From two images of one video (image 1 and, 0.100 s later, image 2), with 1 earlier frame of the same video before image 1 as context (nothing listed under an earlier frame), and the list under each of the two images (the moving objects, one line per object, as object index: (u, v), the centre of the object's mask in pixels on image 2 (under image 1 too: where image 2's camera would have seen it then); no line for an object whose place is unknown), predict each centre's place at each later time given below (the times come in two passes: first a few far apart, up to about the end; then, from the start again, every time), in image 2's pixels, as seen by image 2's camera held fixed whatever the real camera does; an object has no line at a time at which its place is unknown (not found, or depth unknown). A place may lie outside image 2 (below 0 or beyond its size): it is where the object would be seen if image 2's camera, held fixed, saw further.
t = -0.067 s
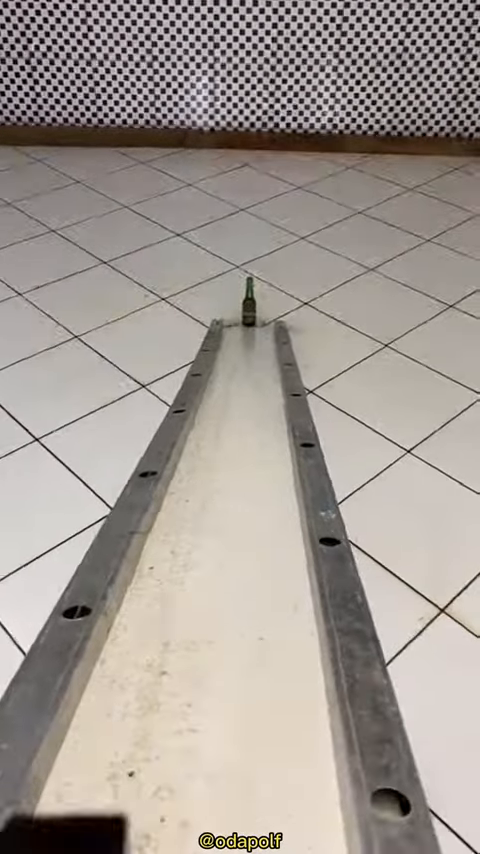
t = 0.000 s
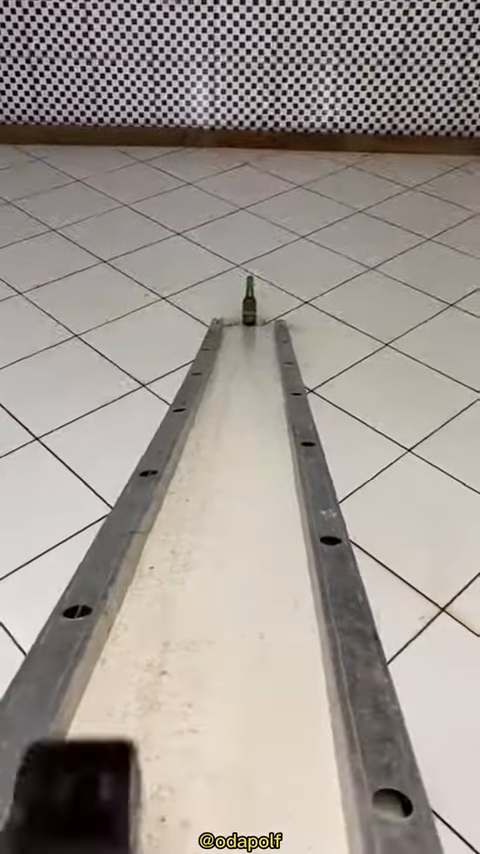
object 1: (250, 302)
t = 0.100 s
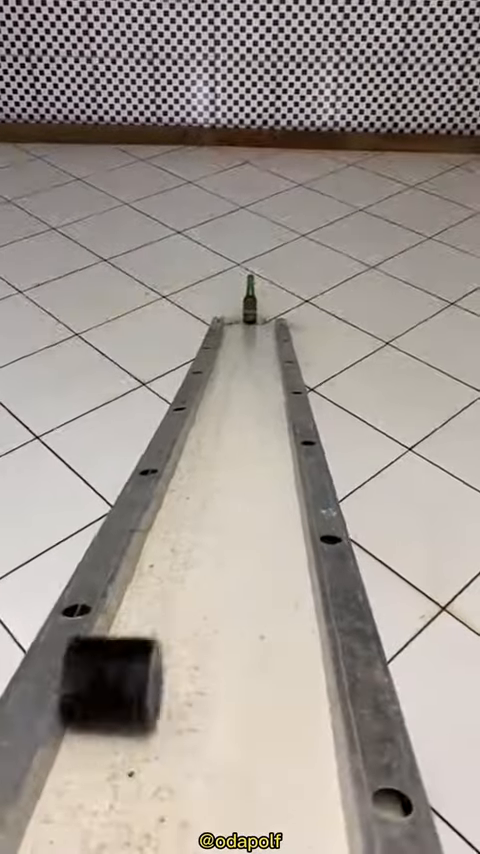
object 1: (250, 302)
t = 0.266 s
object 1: (250, 302)
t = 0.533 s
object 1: (250, 302)
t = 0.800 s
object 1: (250, 302)
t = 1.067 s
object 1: (250, 302)
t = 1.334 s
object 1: (204, 298)
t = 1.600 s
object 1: (158, 294)
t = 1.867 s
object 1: (134, 298)
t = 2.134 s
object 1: (119, 304)
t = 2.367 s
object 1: (110, 309)
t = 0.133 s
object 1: (250, 302)
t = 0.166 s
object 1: (250, 302)
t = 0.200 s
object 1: (250, 302)
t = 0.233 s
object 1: (250, 302)
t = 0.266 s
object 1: (250, 302)
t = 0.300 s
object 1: (250, 302)
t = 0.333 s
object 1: (250, 302)
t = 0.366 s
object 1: (250, 302)
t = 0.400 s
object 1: (250, 302)
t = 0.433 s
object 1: (250, 302)
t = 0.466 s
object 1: (250, 302)
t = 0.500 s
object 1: (250, 302)
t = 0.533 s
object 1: (250, 302)
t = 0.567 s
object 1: (250, 302)
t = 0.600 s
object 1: (250, 302)
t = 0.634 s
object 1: (250, 302)
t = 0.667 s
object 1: (250, 302)
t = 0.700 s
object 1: (250, 302)
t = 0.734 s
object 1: (250, 302)
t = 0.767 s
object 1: (250, 302)
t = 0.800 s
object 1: (250, 302)
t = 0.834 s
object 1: (250, 302)
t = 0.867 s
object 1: (250, 302)
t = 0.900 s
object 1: (250, 302)
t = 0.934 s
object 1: (250, 302)
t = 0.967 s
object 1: (250, 303)
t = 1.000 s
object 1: (250, 301)
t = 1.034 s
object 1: (250, 301)
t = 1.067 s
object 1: (250, 302)
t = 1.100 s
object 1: (250, 302)
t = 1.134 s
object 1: (250, 302)
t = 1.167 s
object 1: (242, 299)
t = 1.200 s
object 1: (233, 298)
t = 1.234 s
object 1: (225, 298)
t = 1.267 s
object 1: (218, 296)
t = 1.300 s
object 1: (211, 297)
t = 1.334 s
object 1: (204, 298)
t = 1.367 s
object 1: (198, 301)
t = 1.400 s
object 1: (192, 302)
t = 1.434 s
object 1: (185, 297)
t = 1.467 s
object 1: (179, 294)
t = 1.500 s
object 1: (174, 292)
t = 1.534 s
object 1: (167, 292)
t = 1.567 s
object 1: (163, 293)
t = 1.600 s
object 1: (158, 294)
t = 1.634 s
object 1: (153, 298)
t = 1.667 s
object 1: (151, 296)
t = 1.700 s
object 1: (148, 294)
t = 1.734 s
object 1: (143, 294)
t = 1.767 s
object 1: (140, 297)
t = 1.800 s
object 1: (138, 298)
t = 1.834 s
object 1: (136, 297)
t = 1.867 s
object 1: (134, 298)
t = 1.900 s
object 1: (132, 300)
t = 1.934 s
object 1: (130, 299)
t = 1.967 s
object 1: (128, 300)
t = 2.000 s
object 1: (126, 301)
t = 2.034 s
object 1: (123, 301)
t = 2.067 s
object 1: (121, 302)
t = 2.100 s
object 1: (120, 303)
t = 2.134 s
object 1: (119, 304)
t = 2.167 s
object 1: (117, 304)
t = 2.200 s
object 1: (116, 305)
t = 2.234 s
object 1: (116, 306)
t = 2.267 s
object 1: (114, 307)
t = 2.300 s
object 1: (113, 308)
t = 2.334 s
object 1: (111, 309)
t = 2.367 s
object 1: (110, 309)
